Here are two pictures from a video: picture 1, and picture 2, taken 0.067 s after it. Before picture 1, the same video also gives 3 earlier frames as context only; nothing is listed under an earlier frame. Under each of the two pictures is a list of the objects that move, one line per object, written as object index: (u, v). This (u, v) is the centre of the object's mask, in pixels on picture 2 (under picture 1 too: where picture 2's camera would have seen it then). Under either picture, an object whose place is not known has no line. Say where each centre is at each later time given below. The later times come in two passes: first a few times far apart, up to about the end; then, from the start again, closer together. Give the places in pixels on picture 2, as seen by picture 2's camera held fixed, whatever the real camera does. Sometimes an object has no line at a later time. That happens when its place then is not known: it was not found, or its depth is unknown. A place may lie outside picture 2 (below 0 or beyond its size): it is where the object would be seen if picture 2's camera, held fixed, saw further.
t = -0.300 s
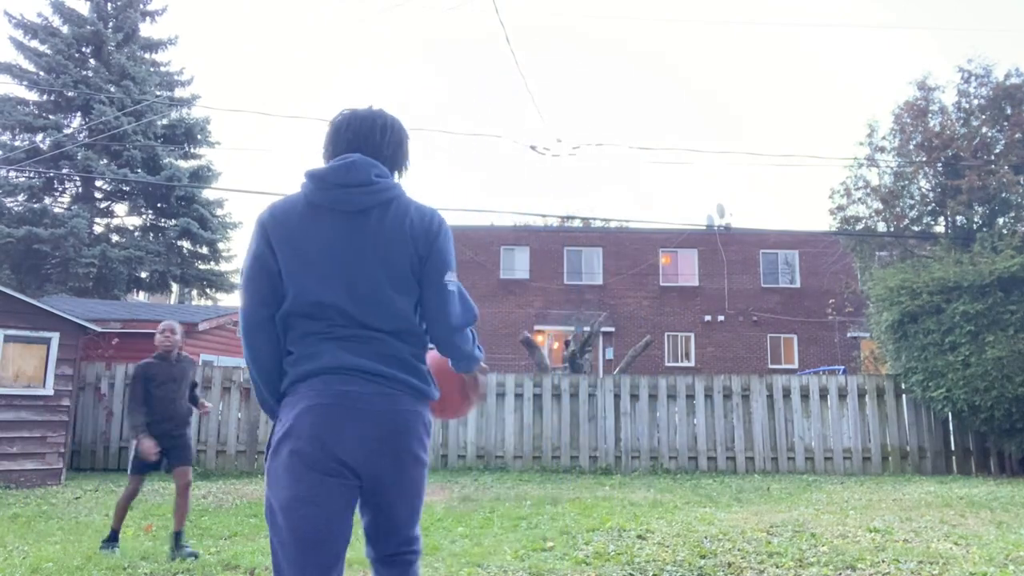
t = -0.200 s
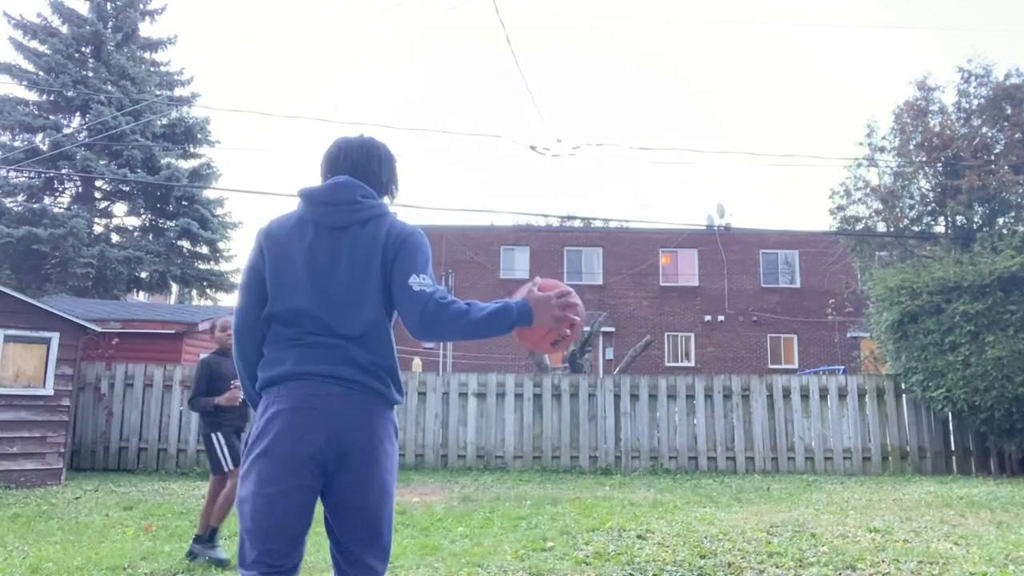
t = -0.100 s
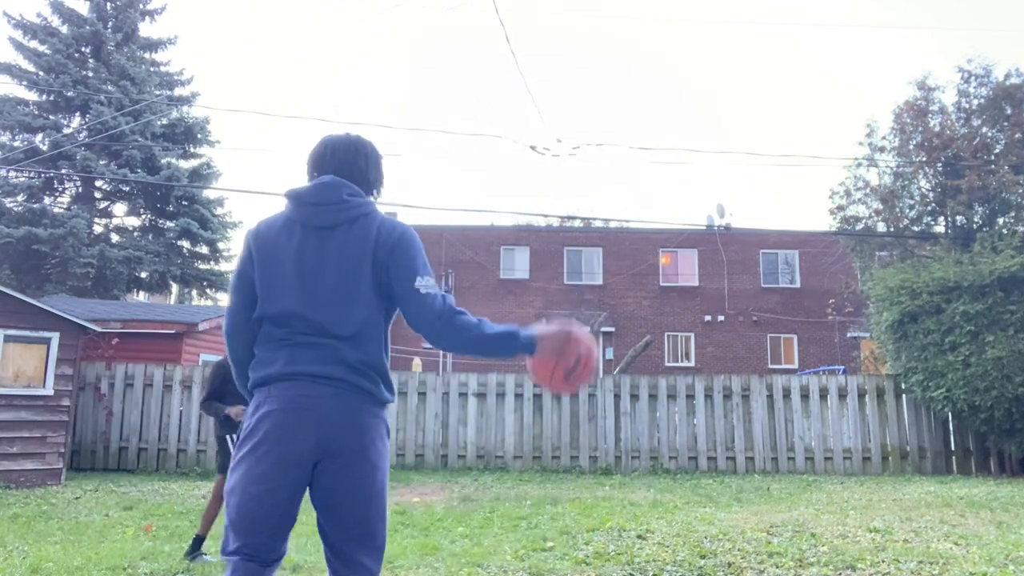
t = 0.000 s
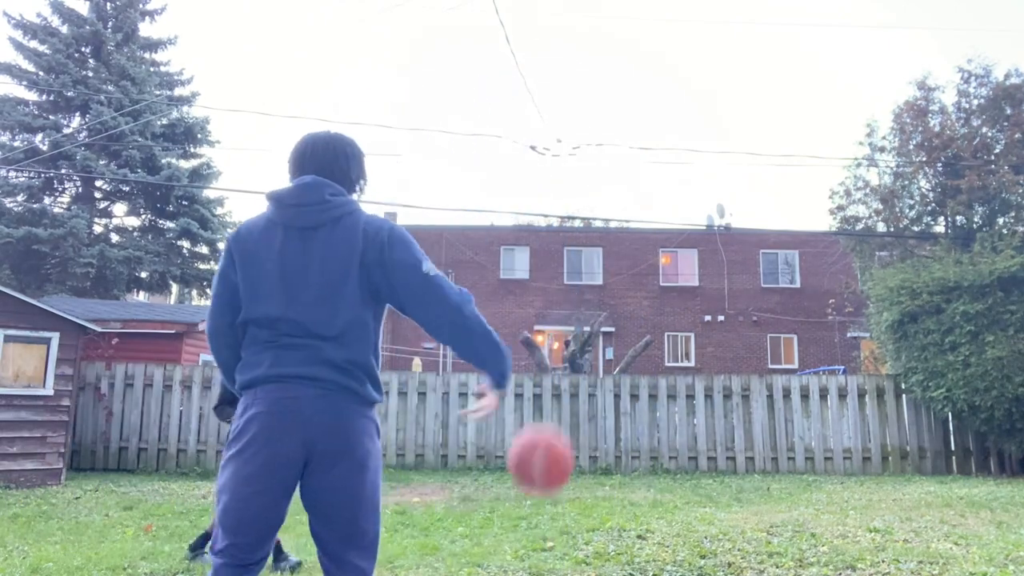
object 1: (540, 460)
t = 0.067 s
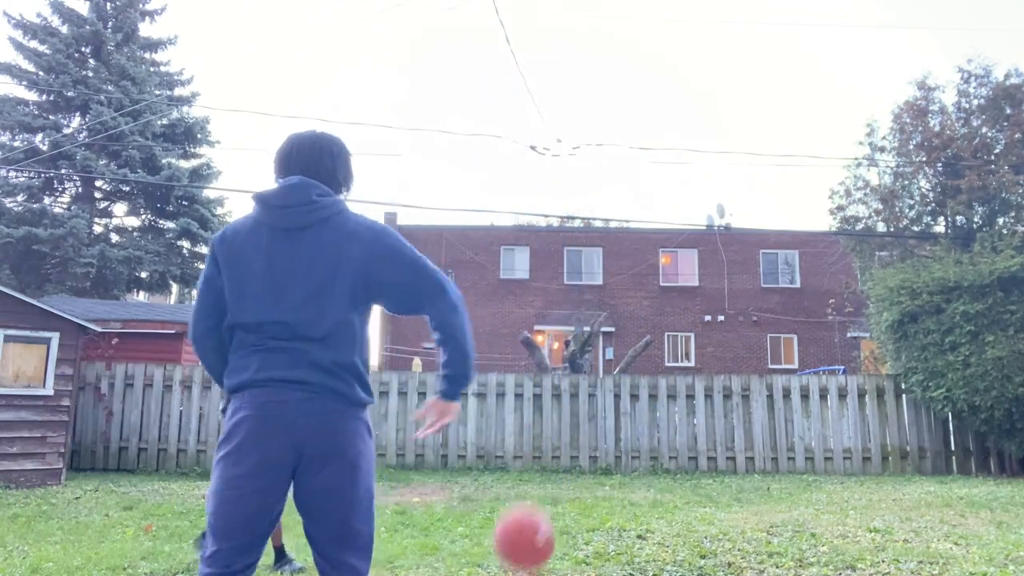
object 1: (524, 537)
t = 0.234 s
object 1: (485, 532)
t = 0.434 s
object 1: (448, 404)
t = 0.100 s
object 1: (515, 563)
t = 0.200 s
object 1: (493, 559)
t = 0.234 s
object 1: (485, 532)
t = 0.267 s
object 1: (478, 501)
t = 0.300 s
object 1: (472, 474)
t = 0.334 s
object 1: (466, 452)
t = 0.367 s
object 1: (460, 434)
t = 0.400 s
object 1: (454, 418)
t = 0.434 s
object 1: (448, 404)
